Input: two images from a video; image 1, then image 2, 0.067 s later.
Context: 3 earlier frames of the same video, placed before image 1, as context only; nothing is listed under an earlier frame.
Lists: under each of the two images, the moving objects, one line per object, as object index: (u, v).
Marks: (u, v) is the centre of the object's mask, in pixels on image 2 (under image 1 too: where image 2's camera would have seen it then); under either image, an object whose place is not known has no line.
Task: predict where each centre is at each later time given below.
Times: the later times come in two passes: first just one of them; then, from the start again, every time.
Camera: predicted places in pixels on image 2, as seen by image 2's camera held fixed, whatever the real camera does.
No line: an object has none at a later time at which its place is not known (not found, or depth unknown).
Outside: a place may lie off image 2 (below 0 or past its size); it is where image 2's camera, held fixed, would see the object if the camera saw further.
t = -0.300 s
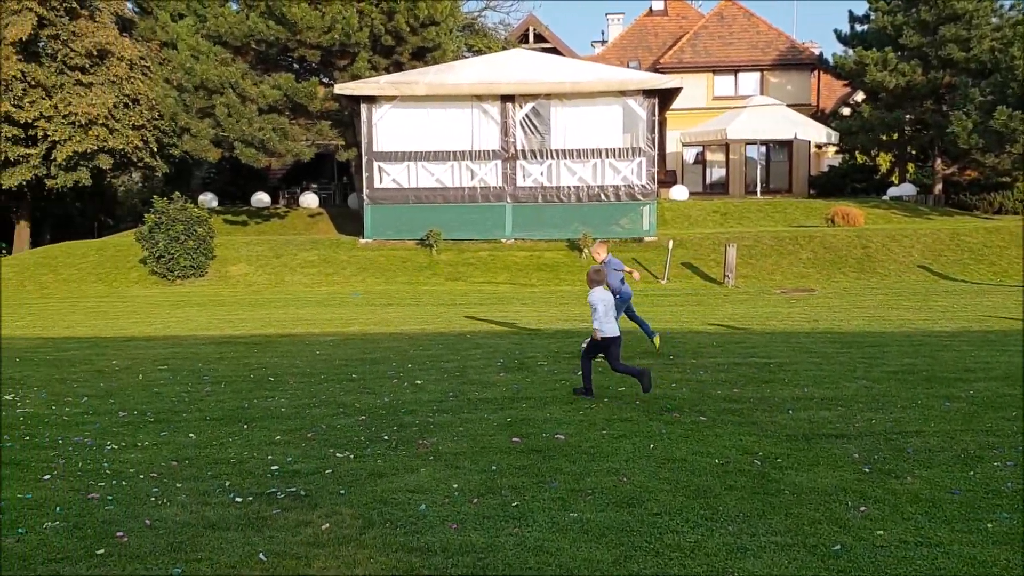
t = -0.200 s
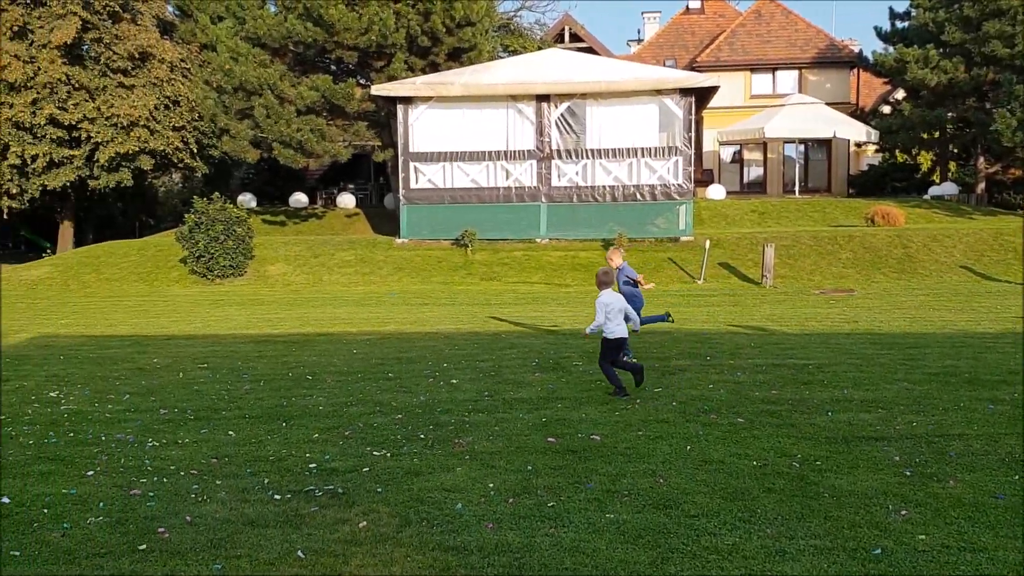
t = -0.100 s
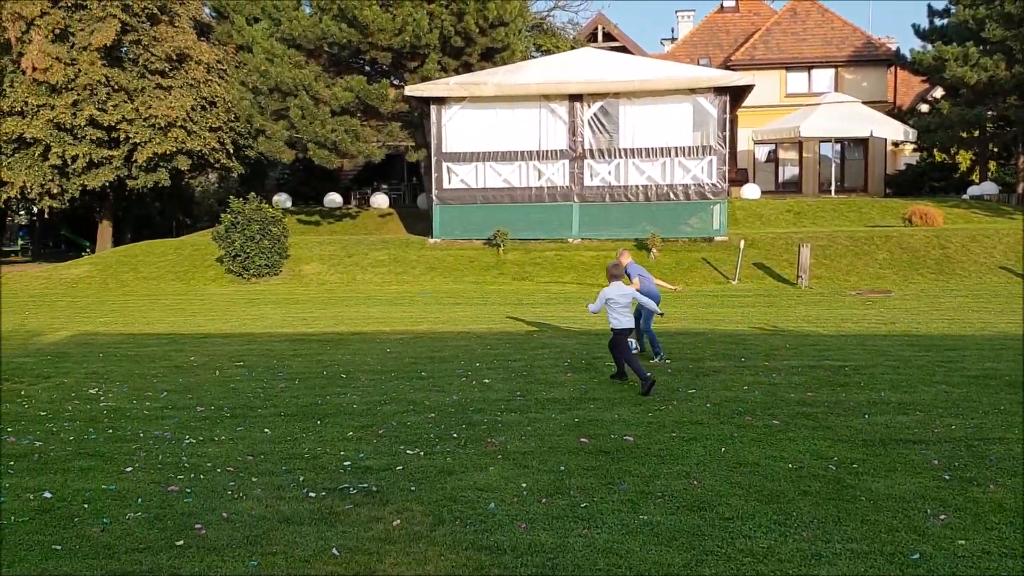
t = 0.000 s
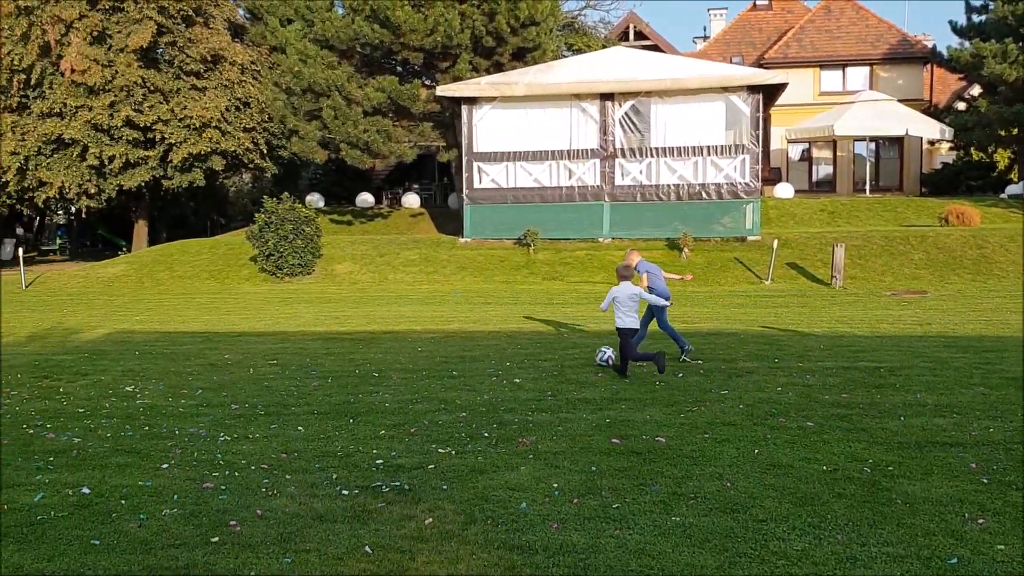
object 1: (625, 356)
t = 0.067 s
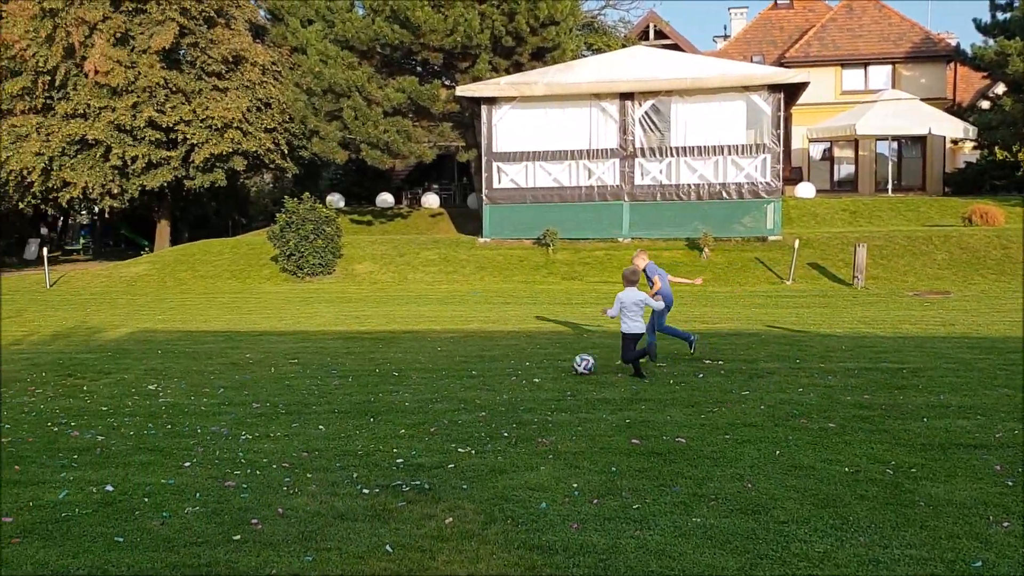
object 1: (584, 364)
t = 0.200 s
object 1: (501, 377)
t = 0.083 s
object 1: (573, 366)
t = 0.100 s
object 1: (563, 368)
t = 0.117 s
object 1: (553, 369)
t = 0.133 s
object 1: (543, 370)
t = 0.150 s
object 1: (533, 372)
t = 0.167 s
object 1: (523, 373)
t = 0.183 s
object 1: (512, 375)
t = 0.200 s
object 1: (501, 377)
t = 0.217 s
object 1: (491, 380)
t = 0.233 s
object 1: (481, 382)
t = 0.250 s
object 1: (471, 383)
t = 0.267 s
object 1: (461, 384)
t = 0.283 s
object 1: (452, 385)
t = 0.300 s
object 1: (442, 386)
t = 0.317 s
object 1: (432, 387)
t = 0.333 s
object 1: (422, 389)
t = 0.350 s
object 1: (412, 391)
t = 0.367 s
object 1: (402, 393)
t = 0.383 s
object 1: (392, 395)
